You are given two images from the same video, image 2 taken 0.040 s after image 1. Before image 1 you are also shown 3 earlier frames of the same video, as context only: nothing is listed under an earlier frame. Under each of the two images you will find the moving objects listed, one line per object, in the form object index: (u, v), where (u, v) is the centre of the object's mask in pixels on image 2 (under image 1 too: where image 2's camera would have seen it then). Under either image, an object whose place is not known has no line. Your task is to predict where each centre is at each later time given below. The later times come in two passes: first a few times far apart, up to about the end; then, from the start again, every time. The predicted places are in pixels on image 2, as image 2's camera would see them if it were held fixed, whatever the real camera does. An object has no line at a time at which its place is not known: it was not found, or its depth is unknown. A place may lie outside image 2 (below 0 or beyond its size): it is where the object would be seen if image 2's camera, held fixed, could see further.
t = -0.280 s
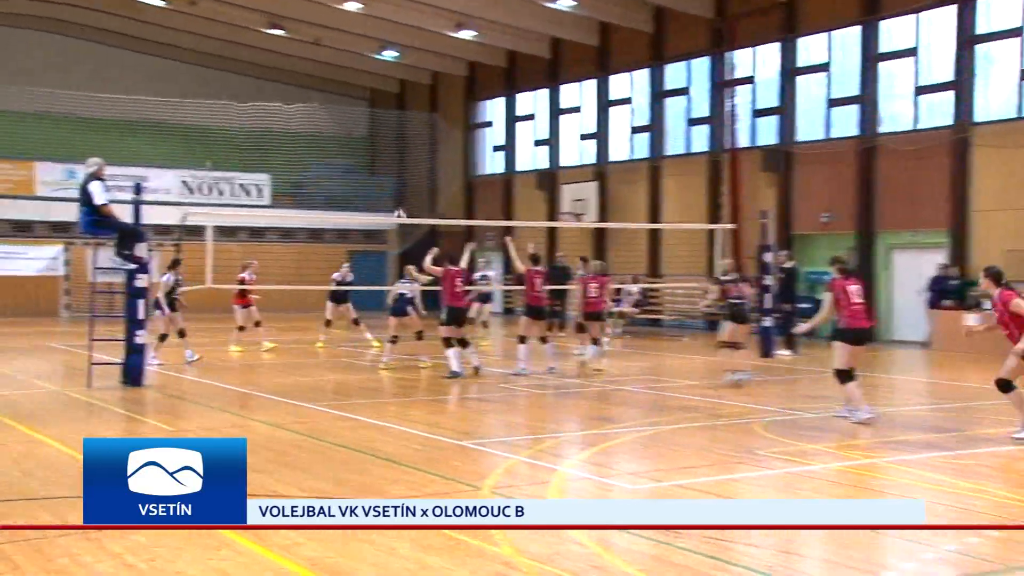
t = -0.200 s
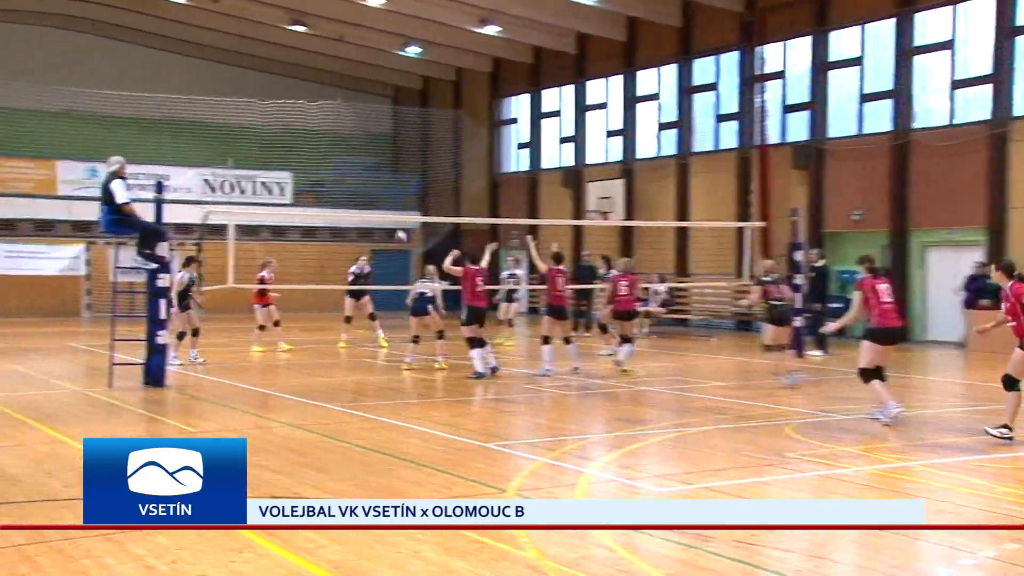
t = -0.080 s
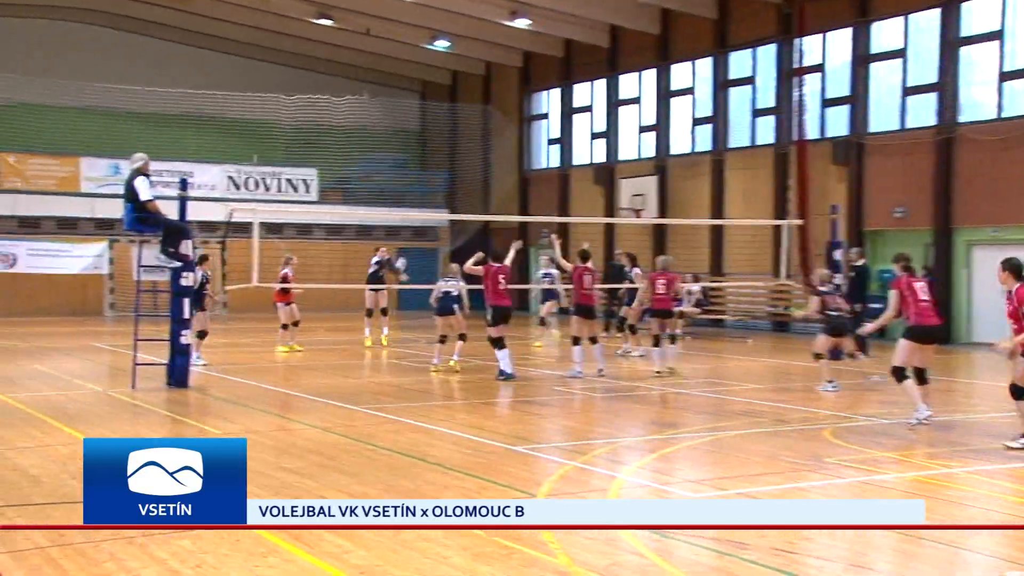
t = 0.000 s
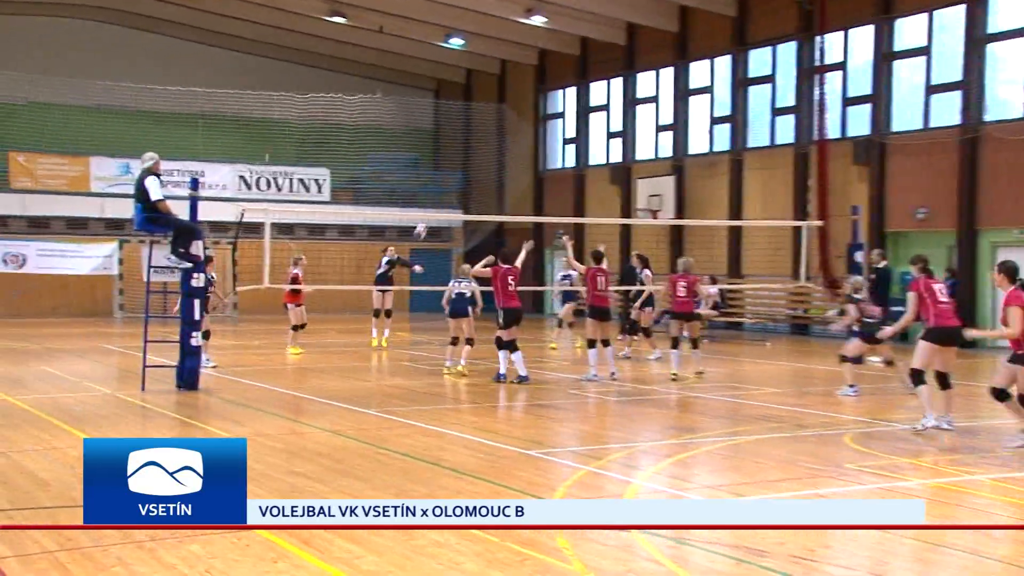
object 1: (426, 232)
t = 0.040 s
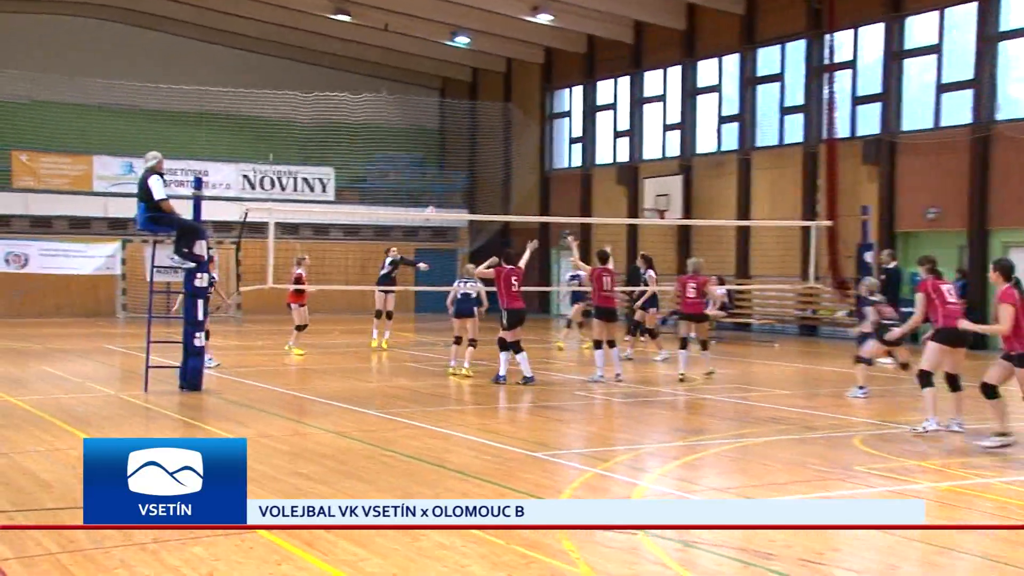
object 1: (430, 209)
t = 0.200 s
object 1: (446, 153)
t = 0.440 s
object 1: (466, 91)
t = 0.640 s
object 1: (485, 64)
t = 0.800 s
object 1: (500, 60)
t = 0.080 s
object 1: (434, 196)
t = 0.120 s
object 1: (438, 181)
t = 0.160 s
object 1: (443, 166)
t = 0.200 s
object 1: (446, 153)
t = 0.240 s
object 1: (449, 141)
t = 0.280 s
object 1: (452, 129)
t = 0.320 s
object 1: (456, 117)
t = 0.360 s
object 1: (459, 107)
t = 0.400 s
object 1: (463, 99)
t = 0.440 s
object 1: (466, 91)
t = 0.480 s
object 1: (470, 84)
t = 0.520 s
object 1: (474, 78)
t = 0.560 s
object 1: (478, 73)
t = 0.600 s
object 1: (481, 68)
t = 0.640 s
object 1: (485, 64)
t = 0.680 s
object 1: (489, 62)
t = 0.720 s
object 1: (493, 61)
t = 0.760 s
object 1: (497, 60)
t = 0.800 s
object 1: (500, 60)
